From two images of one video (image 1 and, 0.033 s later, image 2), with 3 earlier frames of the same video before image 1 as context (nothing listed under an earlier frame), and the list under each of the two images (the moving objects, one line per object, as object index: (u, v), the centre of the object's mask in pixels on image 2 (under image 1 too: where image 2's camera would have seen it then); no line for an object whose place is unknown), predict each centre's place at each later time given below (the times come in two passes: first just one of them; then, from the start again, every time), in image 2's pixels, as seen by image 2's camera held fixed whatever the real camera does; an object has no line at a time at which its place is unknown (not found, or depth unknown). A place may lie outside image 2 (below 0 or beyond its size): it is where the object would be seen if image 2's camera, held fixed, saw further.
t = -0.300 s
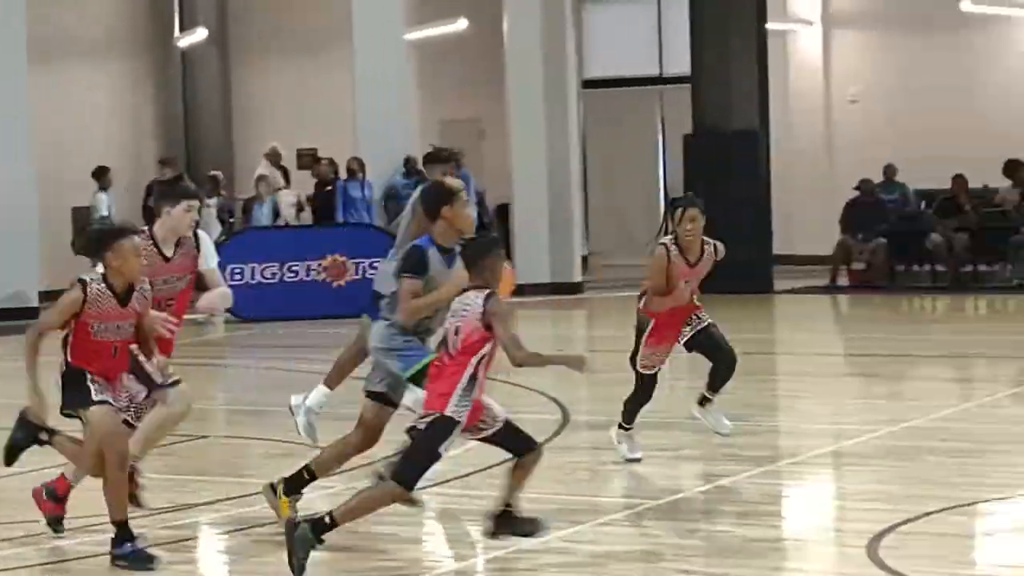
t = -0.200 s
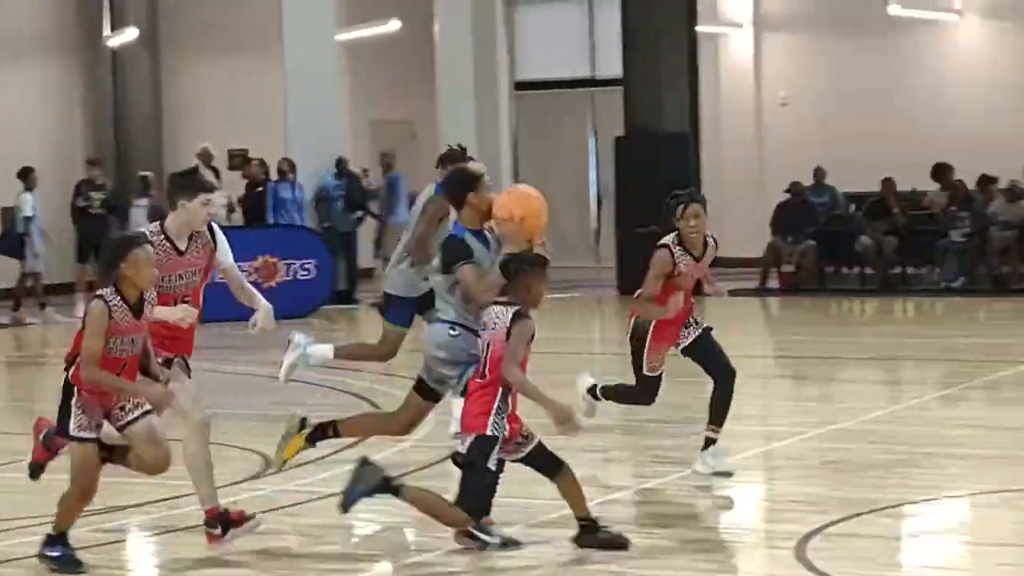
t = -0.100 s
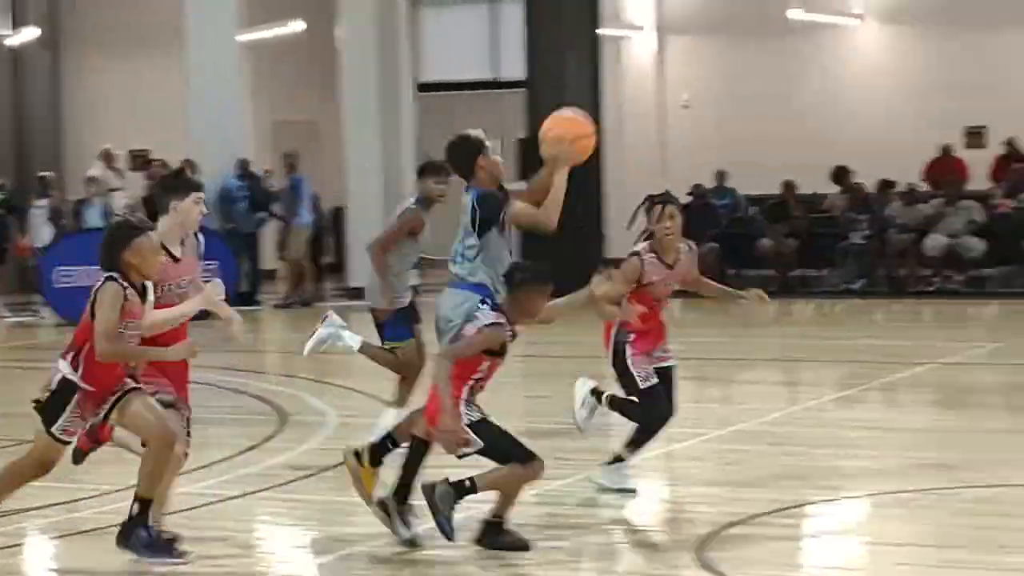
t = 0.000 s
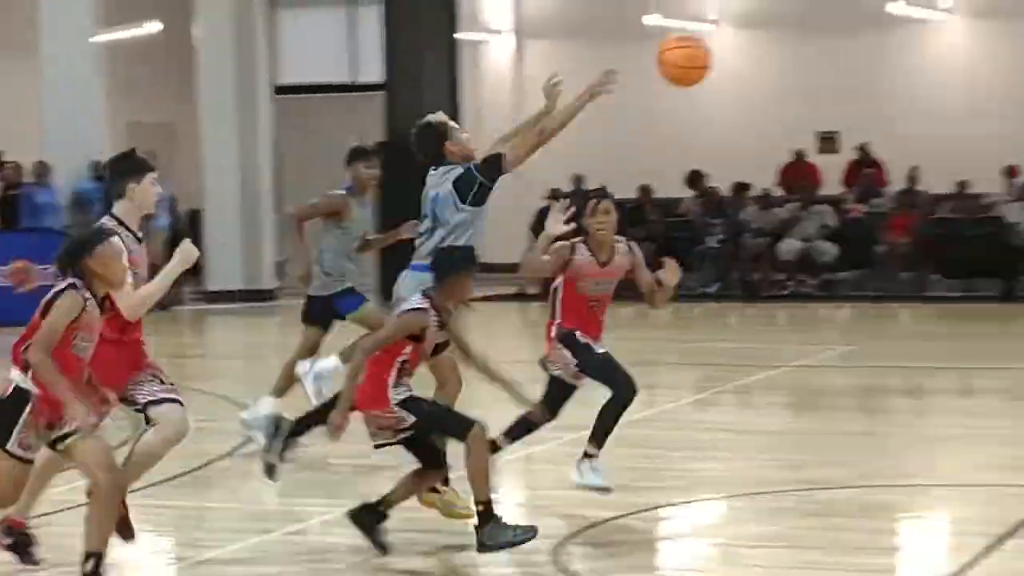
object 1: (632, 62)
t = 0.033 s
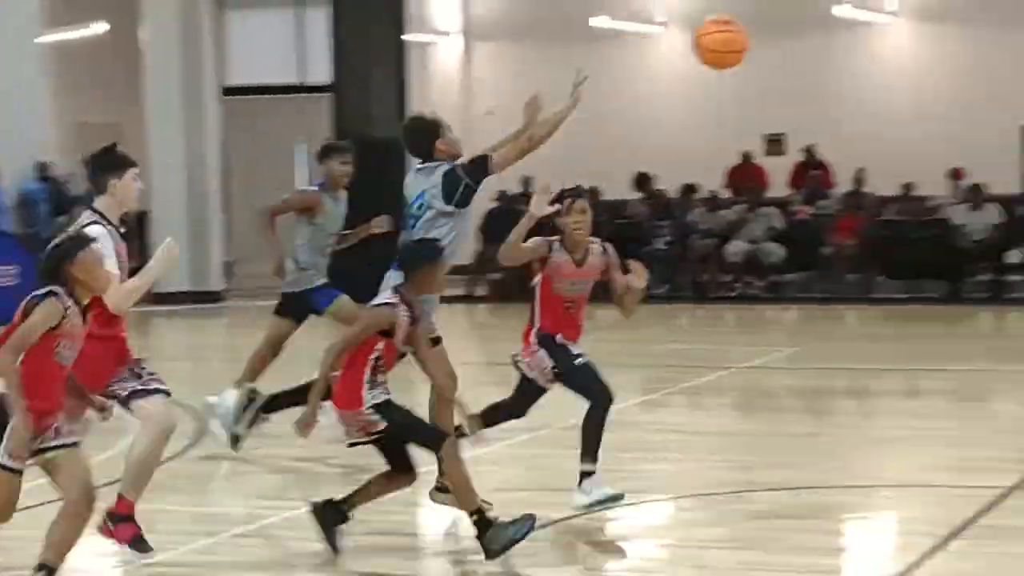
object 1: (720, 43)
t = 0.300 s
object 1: (1463, -27)
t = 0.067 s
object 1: (810, 25)
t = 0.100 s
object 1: (900, 14)
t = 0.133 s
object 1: (992, 5)
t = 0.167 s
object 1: (1083, -1)
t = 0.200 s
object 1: (1176, -9)
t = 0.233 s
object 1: (1273, -16)
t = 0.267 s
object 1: (1366, -21)
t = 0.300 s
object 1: (1463, -27)
